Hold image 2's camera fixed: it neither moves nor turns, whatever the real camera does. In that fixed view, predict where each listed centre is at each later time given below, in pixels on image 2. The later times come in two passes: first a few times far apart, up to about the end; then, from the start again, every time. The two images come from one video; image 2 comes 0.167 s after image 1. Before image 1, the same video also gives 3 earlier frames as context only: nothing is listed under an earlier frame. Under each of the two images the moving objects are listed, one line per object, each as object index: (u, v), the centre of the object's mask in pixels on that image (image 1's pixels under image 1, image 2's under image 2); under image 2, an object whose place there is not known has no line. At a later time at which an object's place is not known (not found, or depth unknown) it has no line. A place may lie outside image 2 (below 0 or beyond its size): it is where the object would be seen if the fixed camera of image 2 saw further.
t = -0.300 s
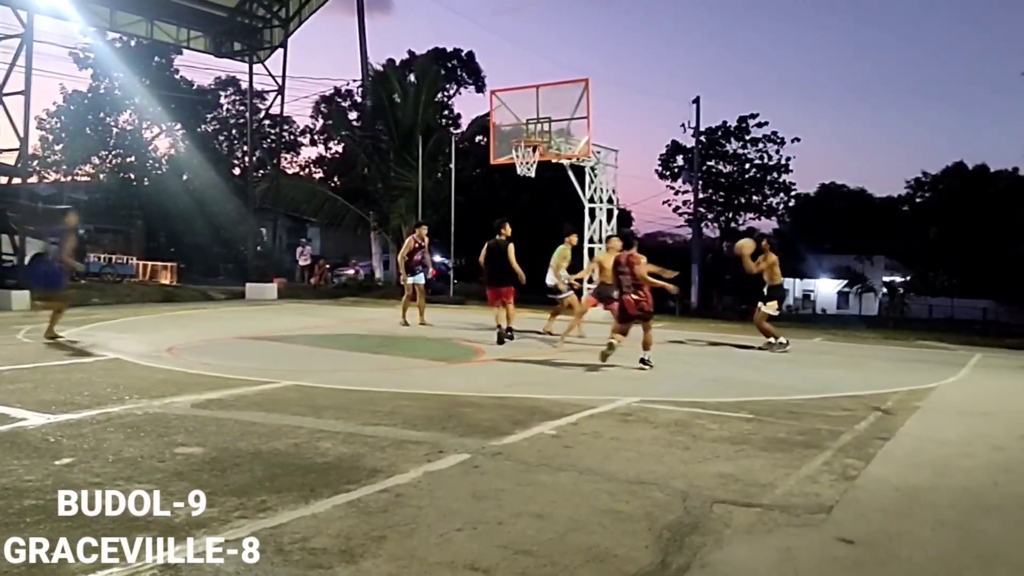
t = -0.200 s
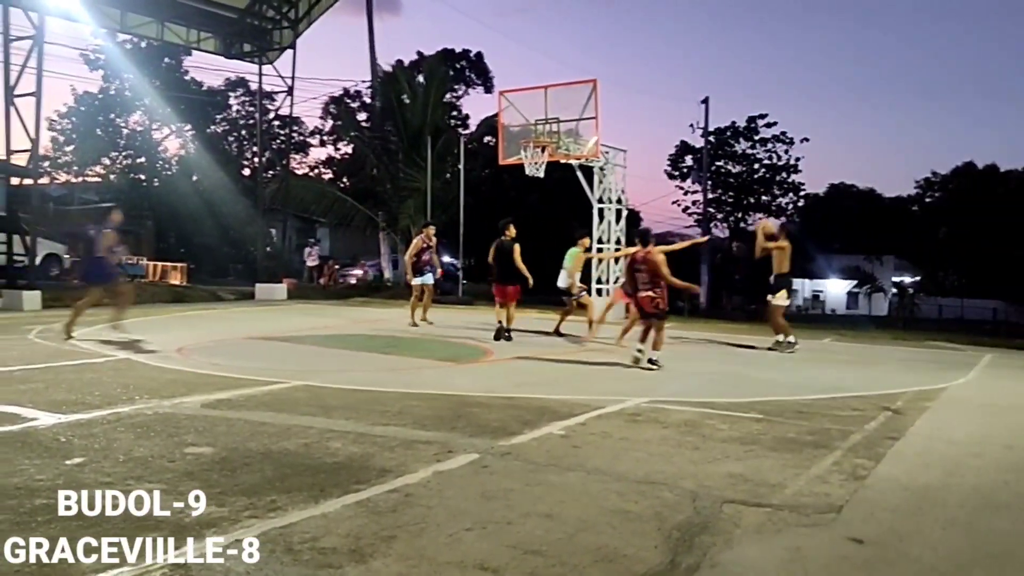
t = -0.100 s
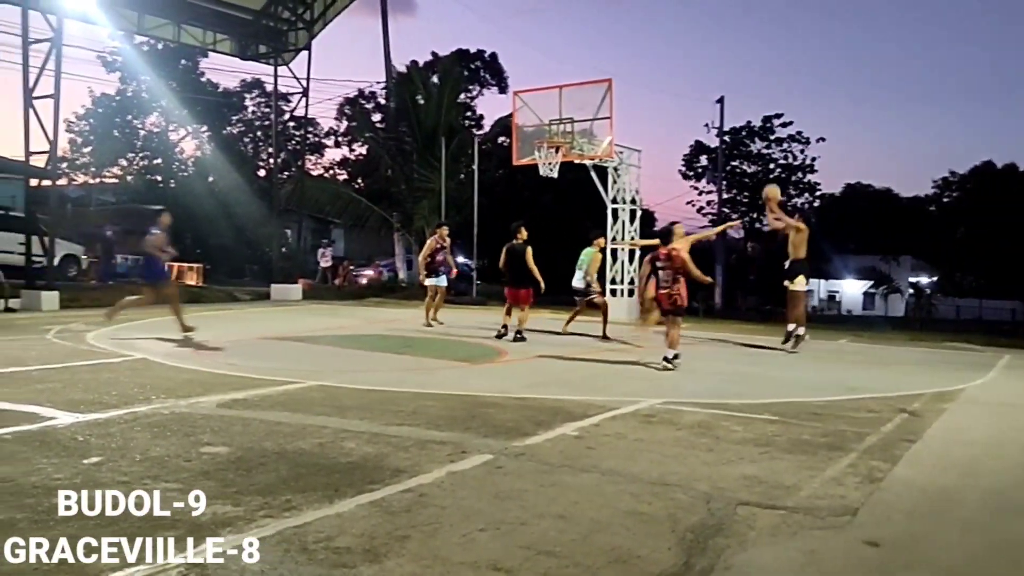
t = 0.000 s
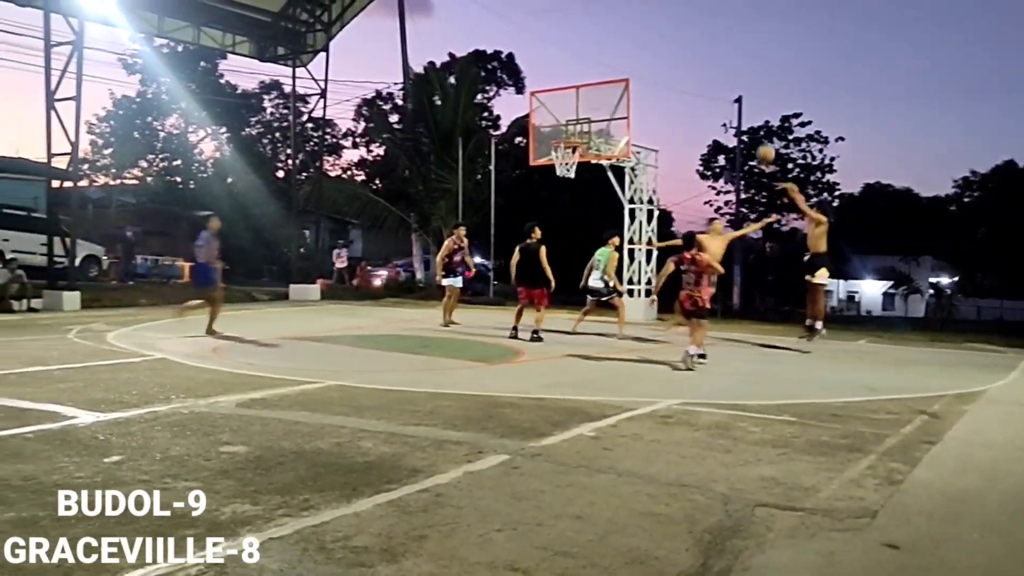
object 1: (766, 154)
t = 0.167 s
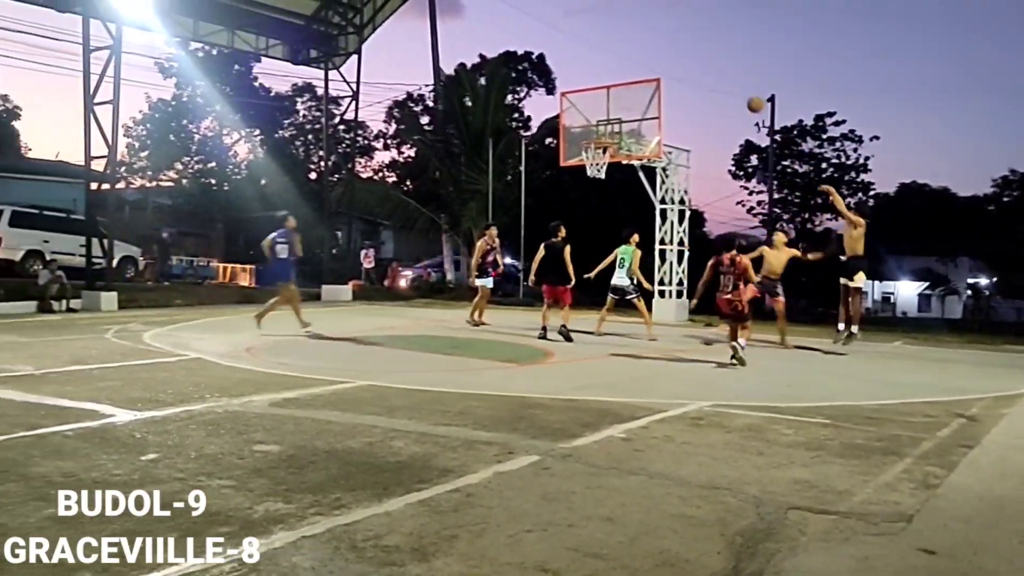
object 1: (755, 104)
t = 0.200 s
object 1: (747, 97)
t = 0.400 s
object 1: (699, 73)
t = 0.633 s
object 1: (652, 78)
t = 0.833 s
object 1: (609, 107)
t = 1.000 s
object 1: (582, 137)
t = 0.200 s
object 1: (747, 97)
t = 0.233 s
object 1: (739, 91)
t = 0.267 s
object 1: (735, 88)
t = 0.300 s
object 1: (723, 81)
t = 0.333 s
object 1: (715, 78)
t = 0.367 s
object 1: (711, 76)
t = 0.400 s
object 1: (699, 73)
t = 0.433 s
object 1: (692, 71)
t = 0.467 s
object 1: (688, 71)
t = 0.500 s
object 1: (677, 71)
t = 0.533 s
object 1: (673, 71)
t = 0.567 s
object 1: (666, 72)
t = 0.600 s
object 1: (655, 76)
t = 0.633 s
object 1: (652, 78)
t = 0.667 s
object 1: (644, 81)
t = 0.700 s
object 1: (637, 85)
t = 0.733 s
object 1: (630, 89)
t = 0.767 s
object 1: (623, 95)
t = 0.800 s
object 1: (616, 101)
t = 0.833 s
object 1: (609, 107)
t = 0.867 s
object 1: (603, 114)
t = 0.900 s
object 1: (596, 122)
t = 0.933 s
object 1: (591, 129)
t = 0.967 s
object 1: (587, 133)
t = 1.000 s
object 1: (582, 137)
